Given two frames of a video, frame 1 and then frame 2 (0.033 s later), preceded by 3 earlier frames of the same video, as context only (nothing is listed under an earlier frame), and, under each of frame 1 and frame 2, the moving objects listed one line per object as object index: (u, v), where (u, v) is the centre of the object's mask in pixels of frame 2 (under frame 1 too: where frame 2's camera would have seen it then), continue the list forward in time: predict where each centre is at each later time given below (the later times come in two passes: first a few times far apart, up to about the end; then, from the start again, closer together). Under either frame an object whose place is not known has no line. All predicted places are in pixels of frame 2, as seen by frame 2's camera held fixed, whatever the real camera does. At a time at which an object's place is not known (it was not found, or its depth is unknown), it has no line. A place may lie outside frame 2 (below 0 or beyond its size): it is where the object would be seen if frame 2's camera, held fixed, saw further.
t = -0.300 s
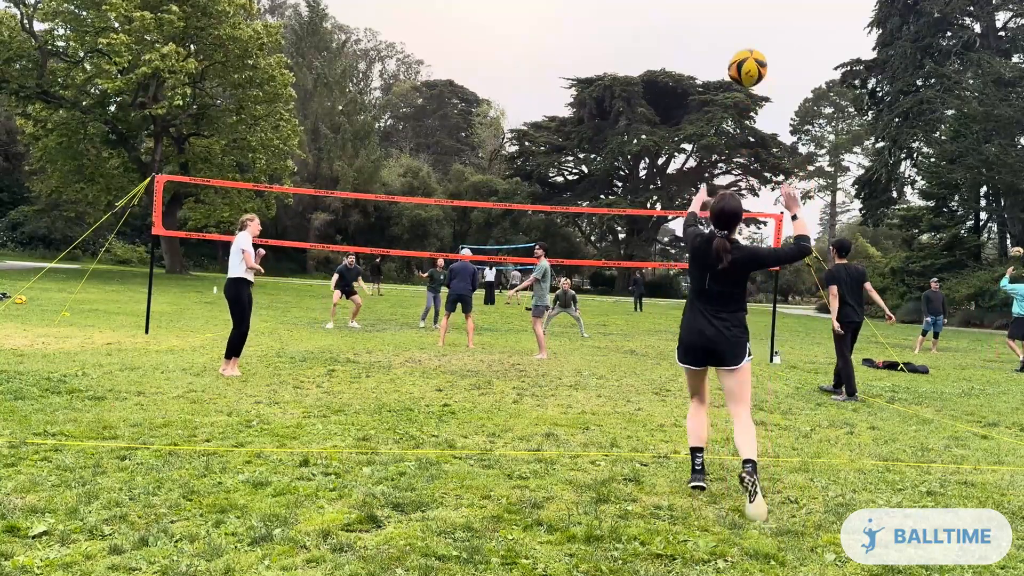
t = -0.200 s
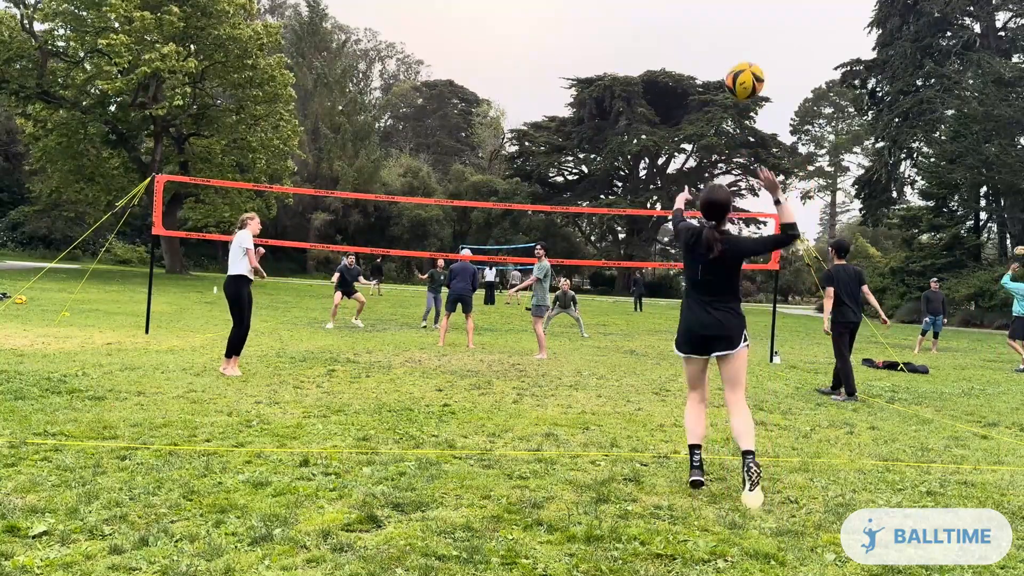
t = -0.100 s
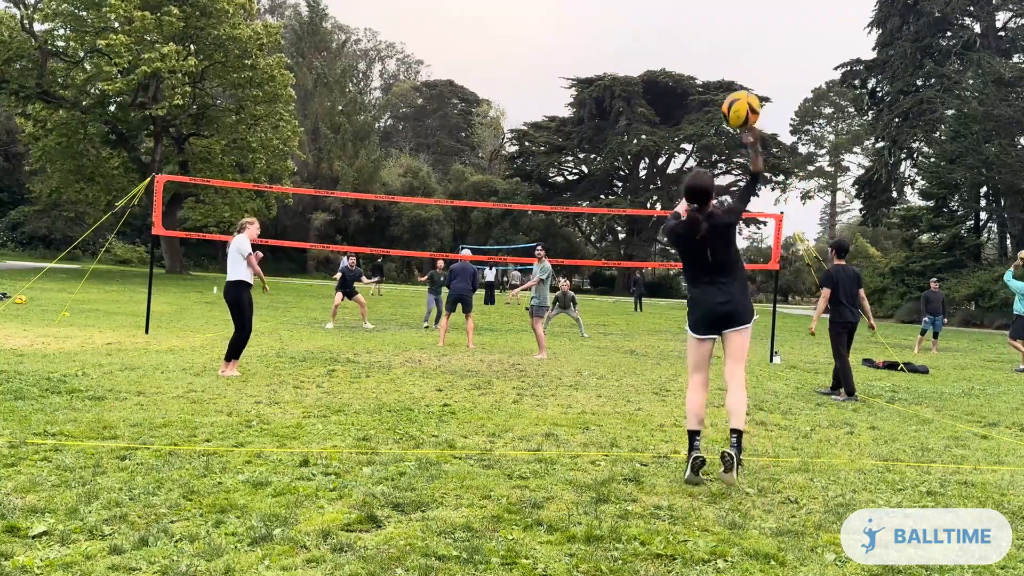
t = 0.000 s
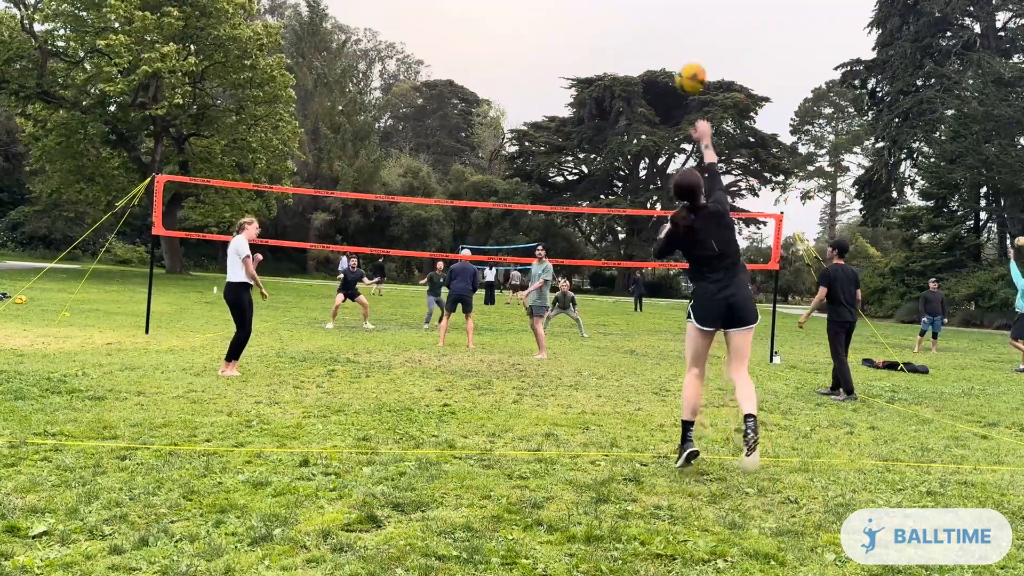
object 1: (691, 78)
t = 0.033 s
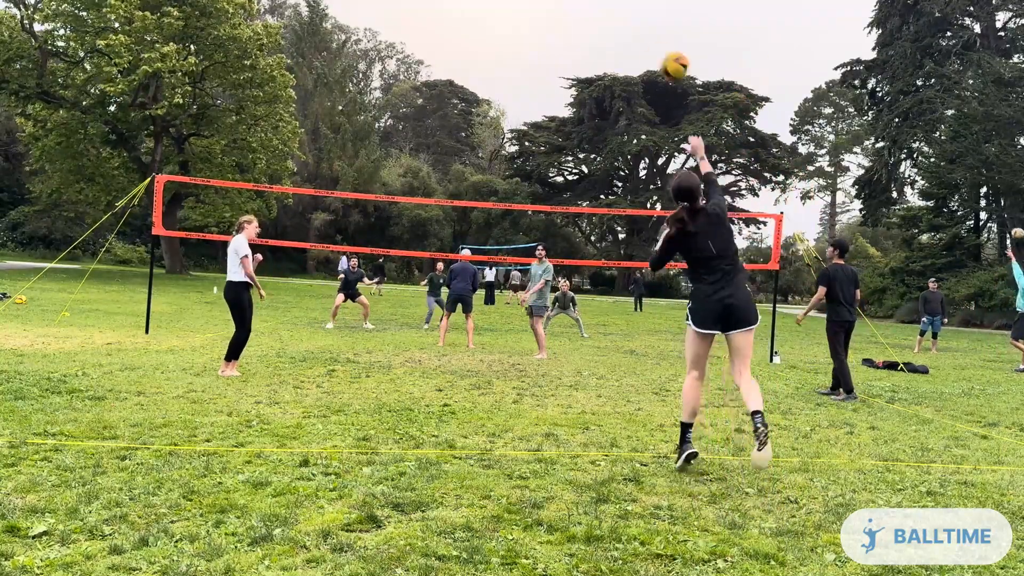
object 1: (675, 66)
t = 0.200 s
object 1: (609, 41)
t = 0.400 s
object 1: (559, 51)
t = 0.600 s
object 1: (527, 85)
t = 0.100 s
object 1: (645, 51)
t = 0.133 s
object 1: (632, 46)
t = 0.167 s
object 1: (620, 42)
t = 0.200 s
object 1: (609, 41)
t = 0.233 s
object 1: (599, 40)
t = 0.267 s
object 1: (589, 41)
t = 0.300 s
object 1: (581, 42)
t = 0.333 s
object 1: (573, 44)
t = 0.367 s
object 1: (566, 48)
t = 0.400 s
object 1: (559, 51)
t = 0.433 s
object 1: (553, 56)
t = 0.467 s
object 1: (547, 60)
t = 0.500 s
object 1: (542, 66)
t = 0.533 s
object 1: (536, 72)
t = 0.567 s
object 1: (532, 79)
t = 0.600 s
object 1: (527, 85)
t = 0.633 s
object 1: (523, 93)
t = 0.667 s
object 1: (519, 100)
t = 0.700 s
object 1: (515, 108)
